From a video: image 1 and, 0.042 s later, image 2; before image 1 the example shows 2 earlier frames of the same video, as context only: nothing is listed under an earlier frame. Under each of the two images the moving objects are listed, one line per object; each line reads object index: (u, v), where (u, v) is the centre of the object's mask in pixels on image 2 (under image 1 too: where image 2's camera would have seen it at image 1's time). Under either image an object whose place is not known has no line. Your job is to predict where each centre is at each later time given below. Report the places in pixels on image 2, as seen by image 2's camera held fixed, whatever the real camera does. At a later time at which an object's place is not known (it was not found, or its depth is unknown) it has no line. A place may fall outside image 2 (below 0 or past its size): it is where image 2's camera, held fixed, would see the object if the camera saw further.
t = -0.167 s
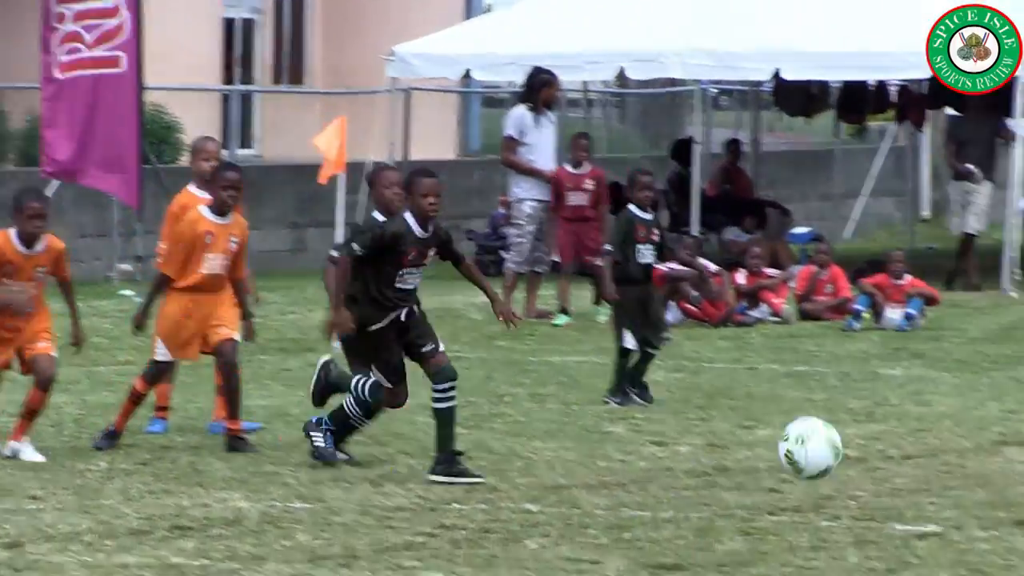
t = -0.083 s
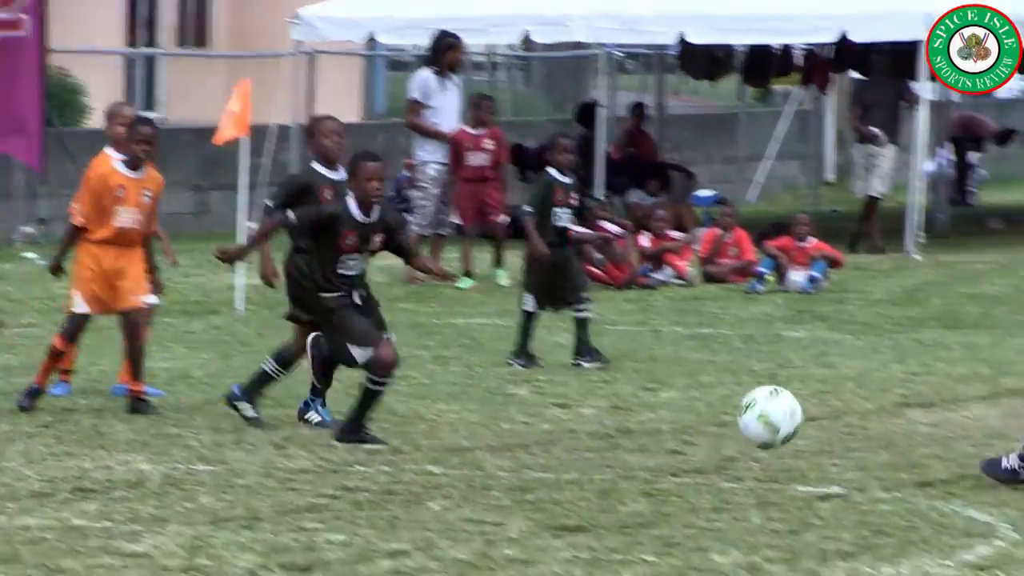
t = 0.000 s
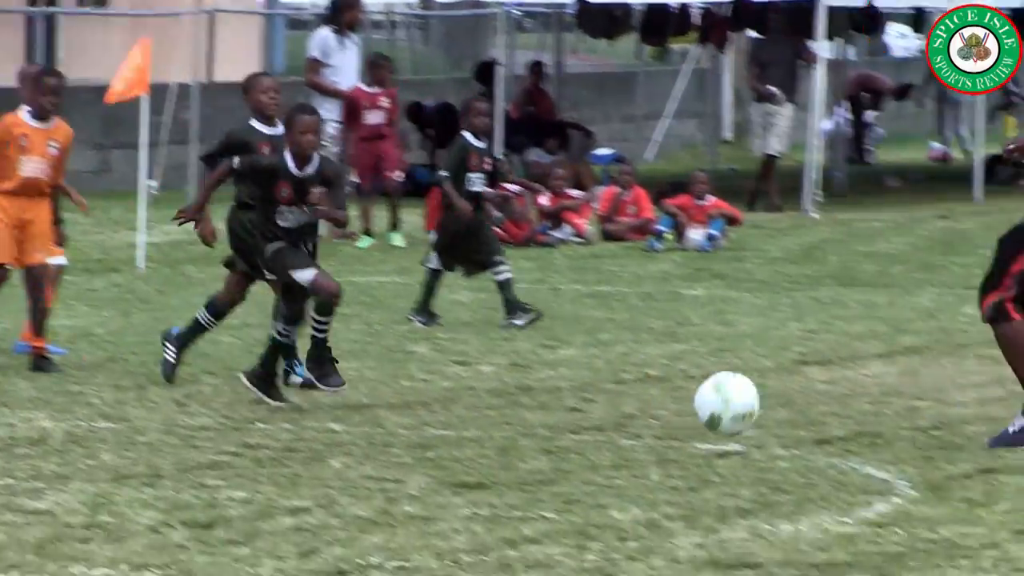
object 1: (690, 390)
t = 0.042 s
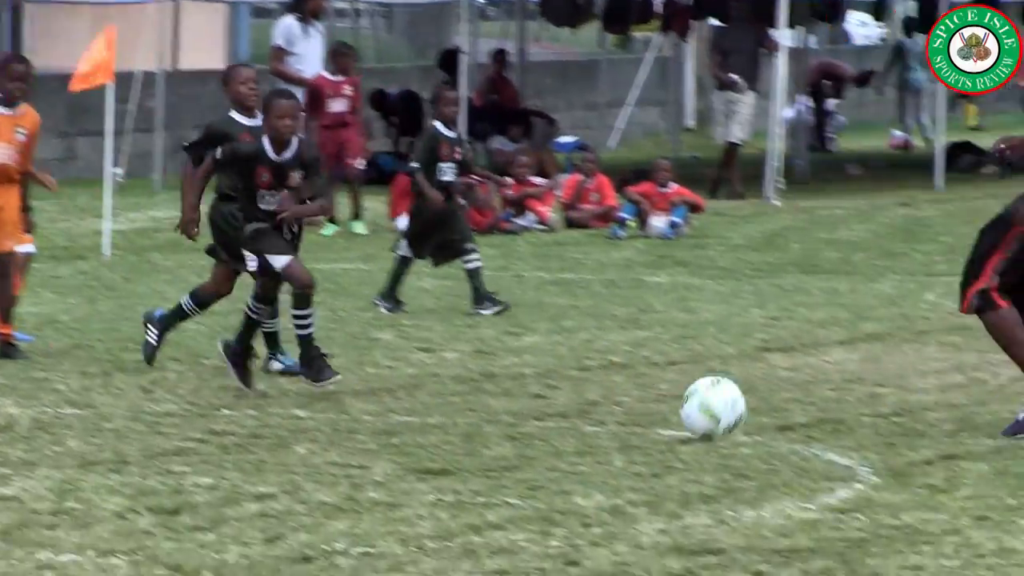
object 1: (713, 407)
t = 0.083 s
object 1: (749, 442)
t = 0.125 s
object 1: (773, 471)
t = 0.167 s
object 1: (810, 497)
